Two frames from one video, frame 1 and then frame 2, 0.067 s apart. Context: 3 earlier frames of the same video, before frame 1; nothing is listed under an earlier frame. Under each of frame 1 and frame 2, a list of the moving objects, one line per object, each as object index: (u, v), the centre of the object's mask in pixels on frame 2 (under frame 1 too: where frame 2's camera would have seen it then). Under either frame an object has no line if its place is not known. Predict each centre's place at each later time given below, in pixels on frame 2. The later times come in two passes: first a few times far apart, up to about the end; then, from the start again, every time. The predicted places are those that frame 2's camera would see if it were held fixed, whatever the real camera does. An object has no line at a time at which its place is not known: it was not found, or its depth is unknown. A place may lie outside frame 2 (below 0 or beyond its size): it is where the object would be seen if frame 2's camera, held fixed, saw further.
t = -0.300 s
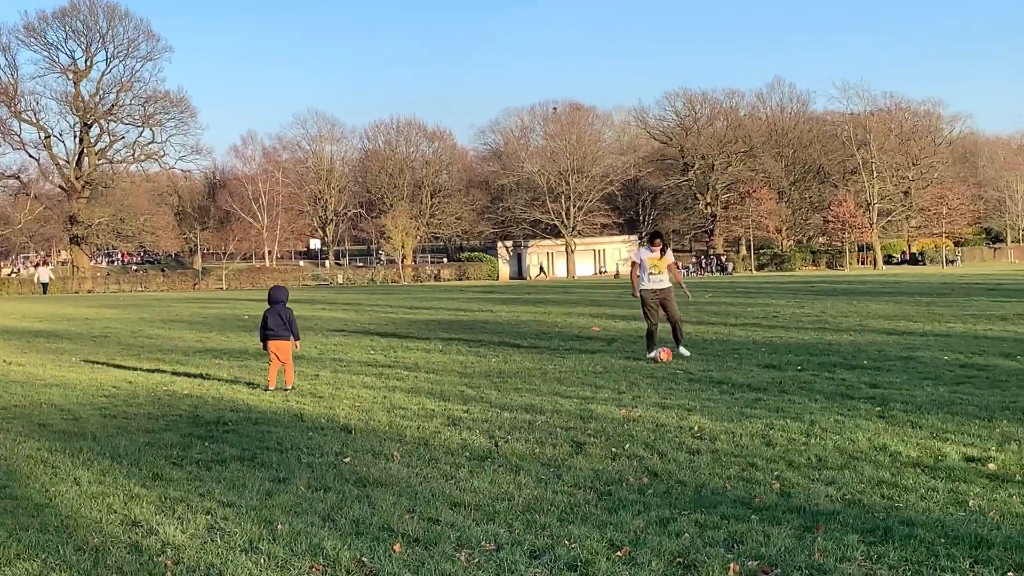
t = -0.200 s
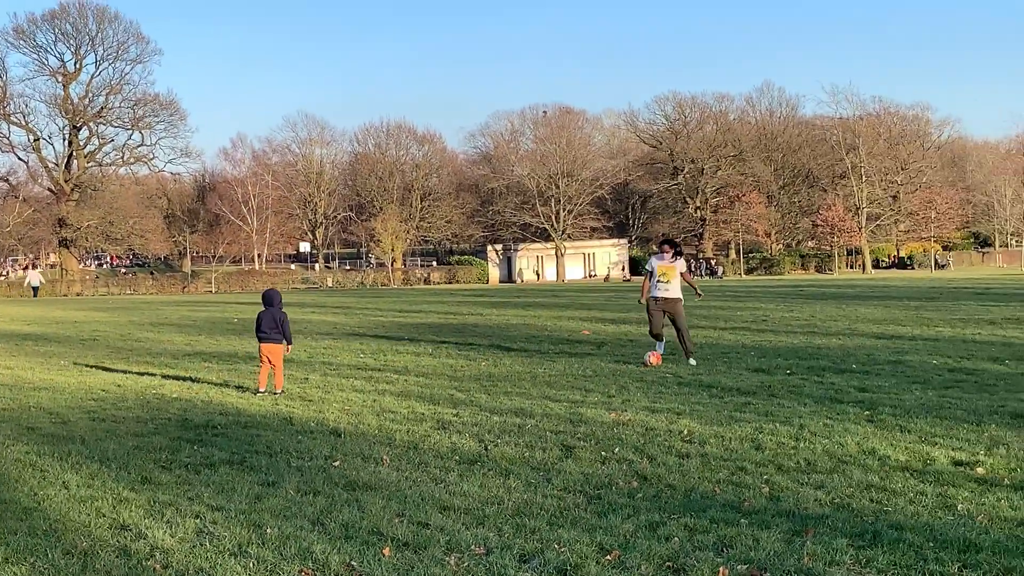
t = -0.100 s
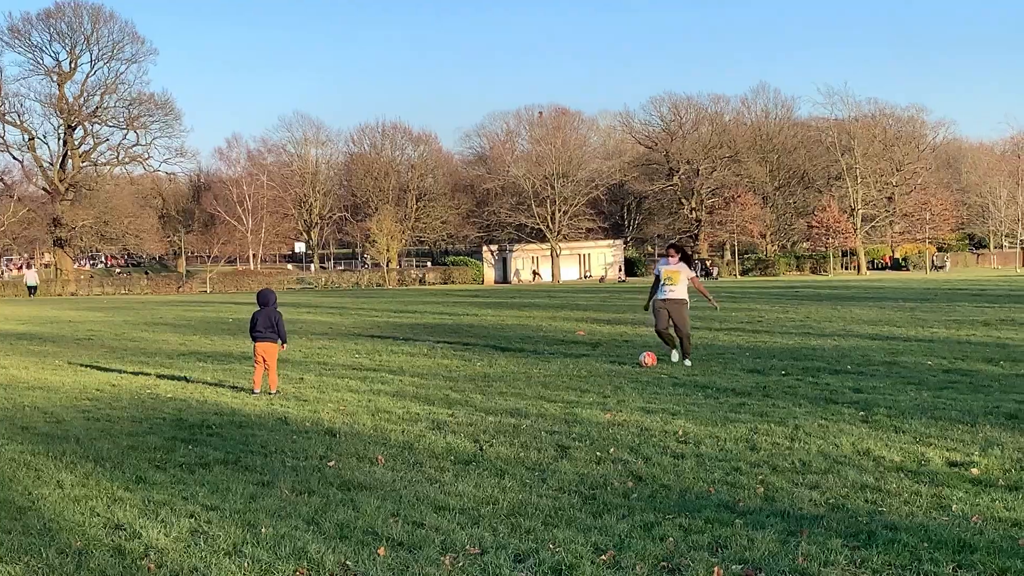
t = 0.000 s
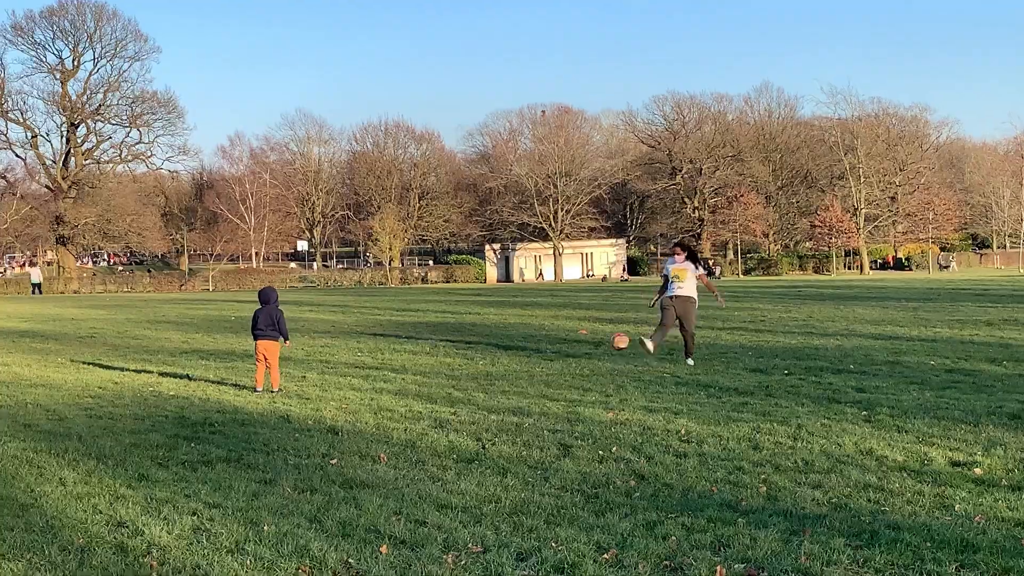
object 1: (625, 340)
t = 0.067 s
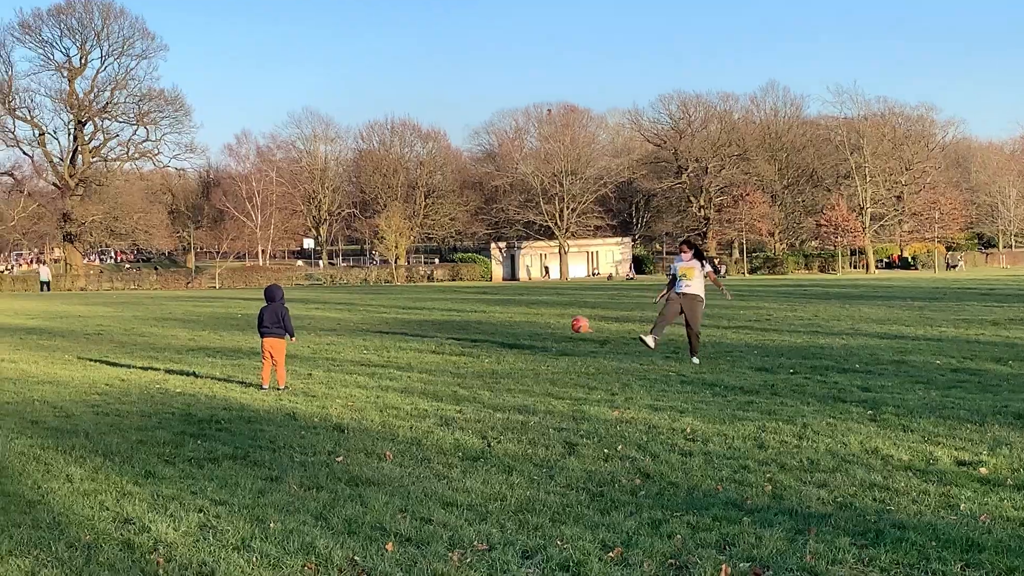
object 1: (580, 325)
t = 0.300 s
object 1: (448, 356)
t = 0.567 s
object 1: (372, 361)
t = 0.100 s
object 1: (559, 321)
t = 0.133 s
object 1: (537, 323)
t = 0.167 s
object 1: (516, 328)
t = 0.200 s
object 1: (496, 339)
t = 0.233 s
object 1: (476, 353)
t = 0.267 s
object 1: (460, 363)
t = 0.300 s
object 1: (448, 356)
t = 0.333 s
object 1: (438, 353)
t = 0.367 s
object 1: (427, 353)
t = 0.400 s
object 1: (417, 358)
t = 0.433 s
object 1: (408, 363)
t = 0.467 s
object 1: (399, 361)
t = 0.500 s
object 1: (389, 361)
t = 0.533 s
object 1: (382, 363)
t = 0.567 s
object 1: (372, 361)
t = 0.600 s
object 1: (365, 362)
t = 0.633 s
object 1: (357, 364)
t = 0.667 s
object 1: (350, 363)
